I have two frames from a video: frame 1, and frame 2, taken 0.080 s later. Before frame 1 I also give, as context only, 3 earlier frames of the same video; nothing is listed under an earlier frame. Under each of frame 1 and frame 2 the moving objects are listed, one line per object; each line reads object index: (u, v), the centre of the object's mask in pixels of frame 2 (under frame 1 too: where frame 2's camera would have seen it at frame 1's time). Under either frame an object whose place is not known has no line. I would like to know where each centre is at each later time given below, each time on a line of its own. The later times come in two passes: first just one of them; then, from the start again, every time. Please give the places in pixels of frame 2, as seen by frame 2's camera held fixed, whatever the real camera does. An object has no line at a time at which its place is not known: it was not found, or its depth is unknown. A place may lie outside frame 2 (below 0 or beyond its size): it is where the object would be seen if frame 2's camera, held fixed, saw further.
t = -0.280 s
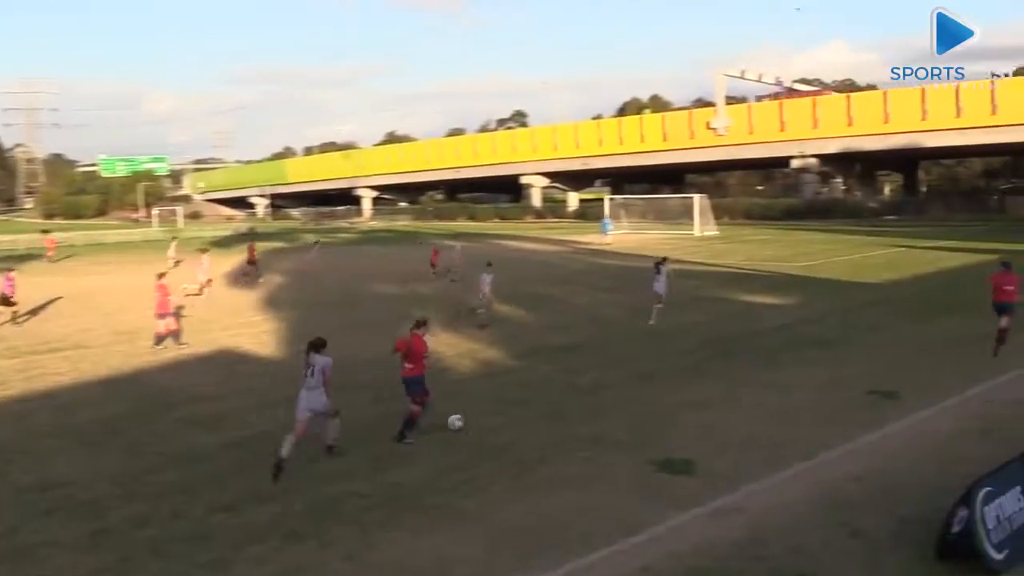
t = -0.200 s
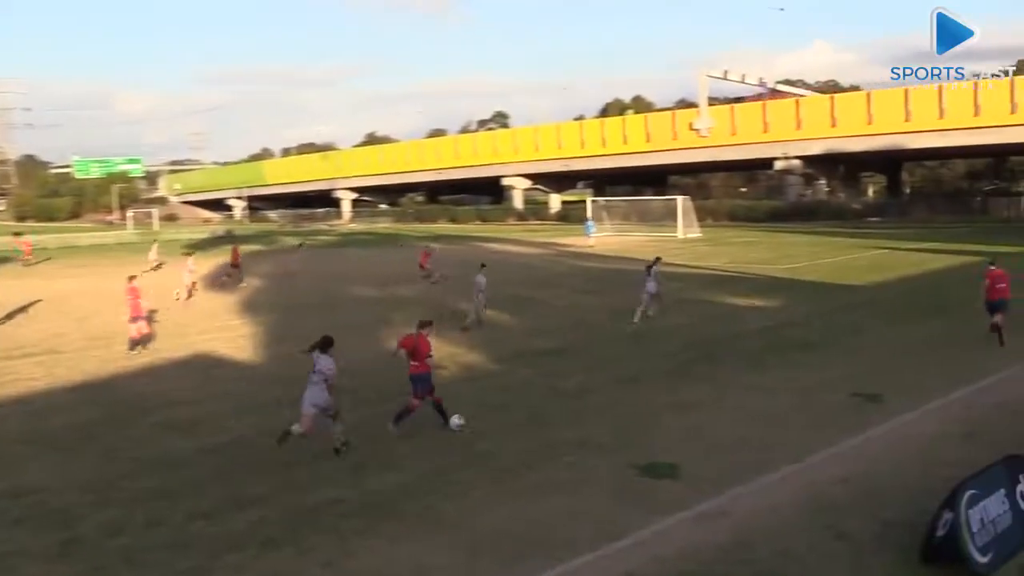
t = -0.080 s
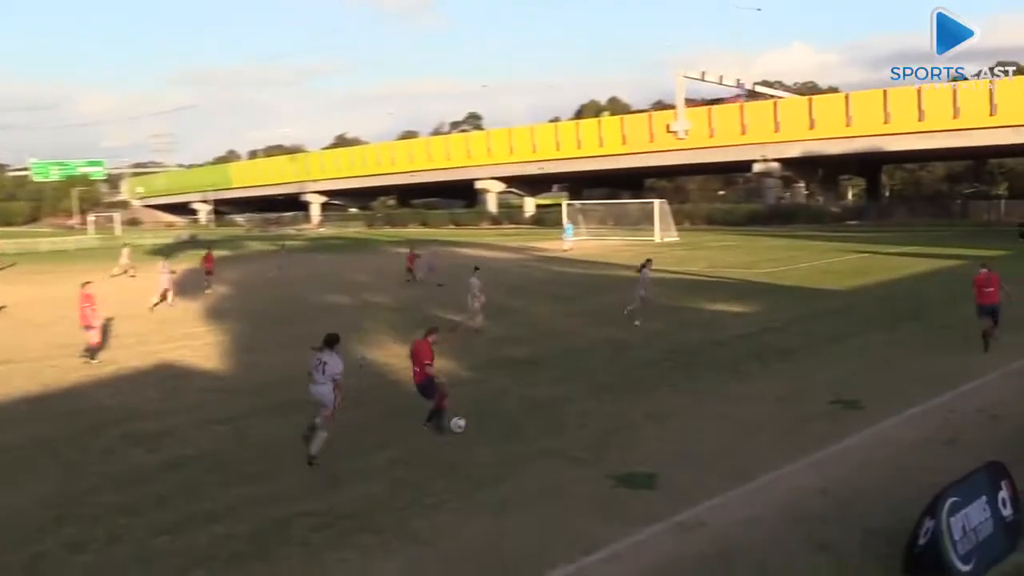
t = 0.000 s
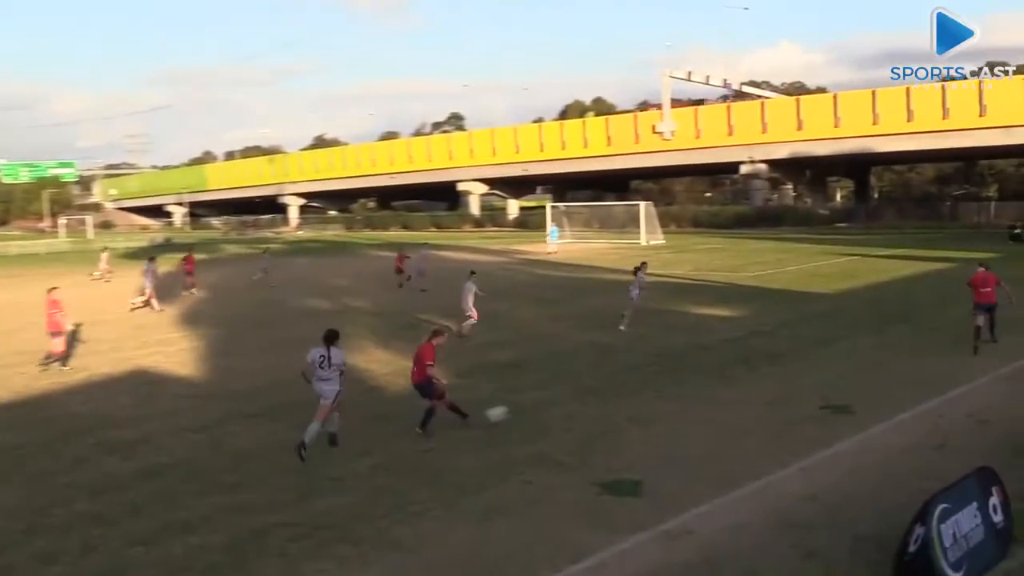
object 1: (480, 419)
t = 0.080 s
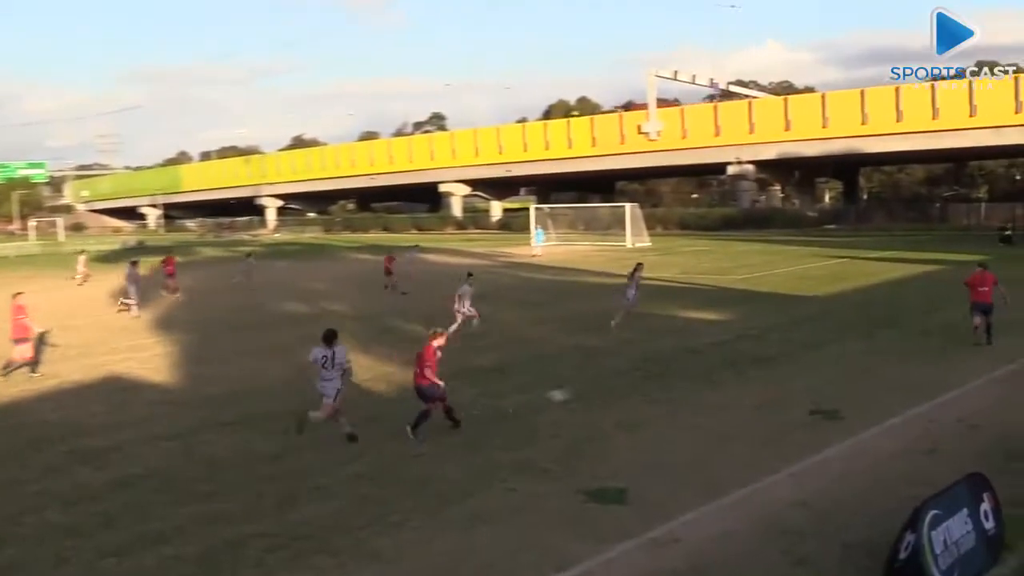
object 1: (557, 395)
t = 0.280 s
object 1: (707, 369)
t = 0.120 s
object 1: (593, 387)
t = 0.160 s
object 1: (624, 381)
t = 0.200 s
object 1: (654, 376)
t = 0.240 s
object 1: (681, 372)
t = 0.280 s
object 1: (707, 369)
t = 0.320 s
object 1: (730, 367)
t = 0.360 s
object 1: (749, 360)
